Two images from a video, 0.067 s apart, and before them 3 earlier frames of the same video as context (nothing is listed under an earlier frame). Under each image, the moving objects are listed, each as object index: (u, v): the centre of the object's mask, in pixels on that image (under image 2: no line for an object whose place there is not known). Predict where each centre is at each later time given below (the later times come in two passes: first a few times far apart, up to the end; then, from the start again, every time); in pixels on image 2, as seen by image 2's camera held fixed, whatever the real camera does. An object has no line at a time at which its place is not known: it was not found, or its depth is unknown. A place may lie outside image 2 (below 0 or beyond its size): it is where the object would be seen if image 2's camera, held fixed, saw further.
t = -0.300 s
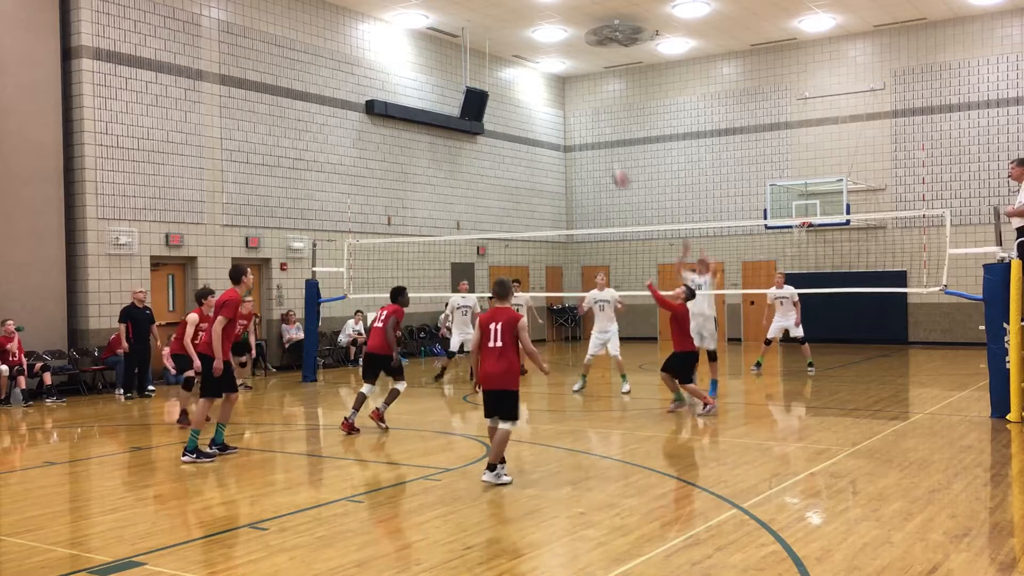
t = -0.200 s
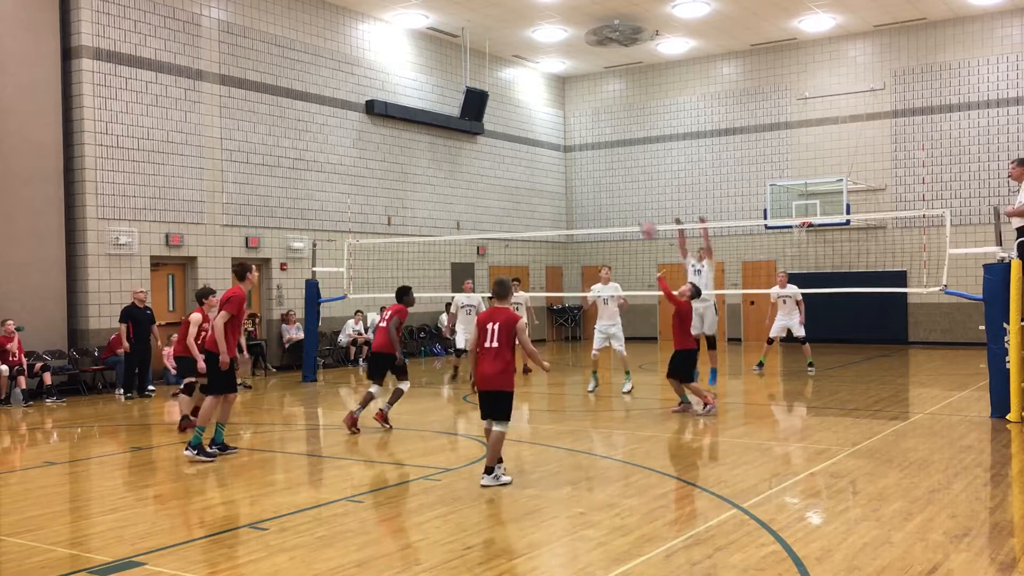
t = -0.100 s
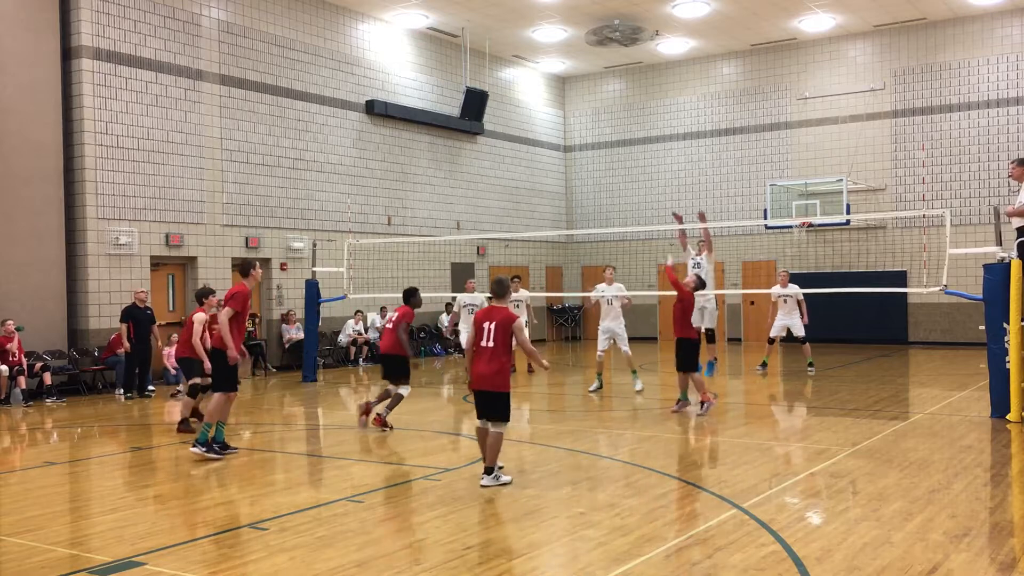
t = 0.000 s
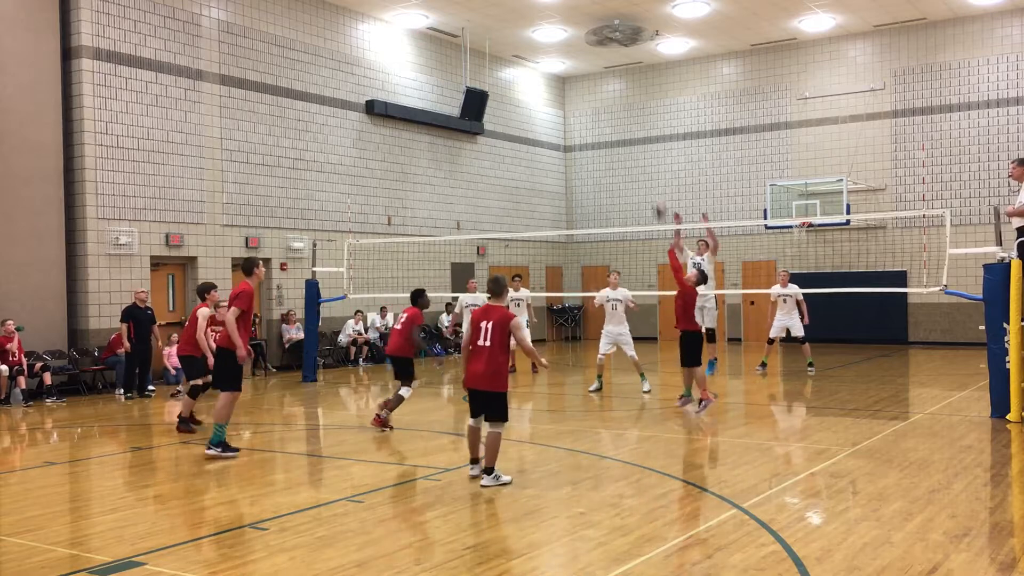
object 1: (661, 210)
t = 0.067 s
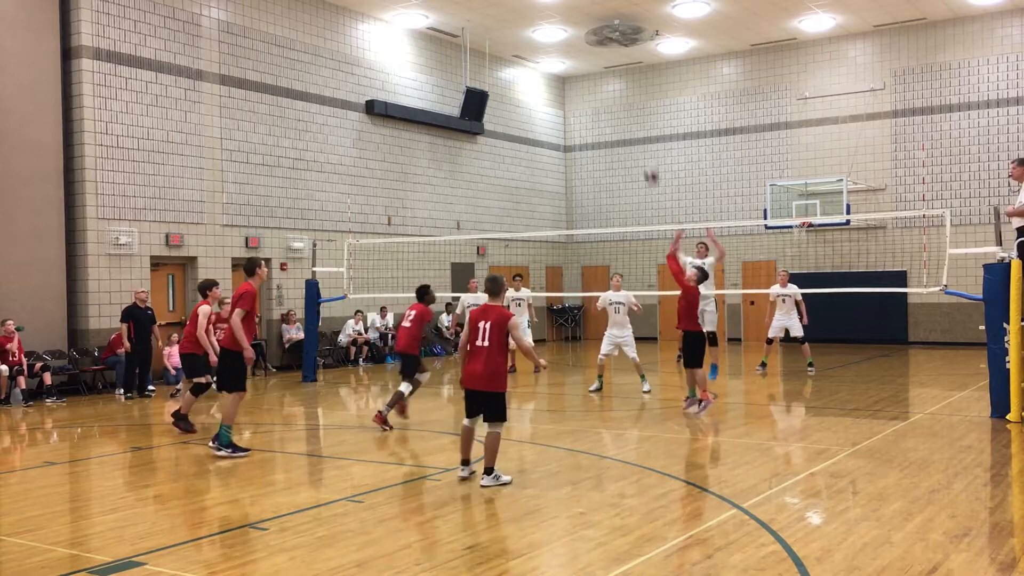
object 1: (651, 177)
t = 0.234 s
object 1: (632, 104)
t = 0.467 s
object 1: (607, 43)
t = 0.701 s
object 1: (585, 28)
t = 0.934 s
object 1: (566, 50)
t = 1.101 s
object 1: (554, 92)
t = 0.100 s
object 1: (648, 160)
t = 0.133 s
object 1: (645, 145)
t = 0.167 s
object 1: (640, 128)
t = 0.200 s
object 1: (636, 116)
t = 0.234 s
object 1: (632, 104)
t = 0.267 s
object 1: (628, 92)
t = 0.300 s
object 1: (625, 81)
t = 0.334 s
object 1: (622, 71)
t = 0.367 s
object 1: (620, 63)
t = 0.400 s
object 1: (615, 57)
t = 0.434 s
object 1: (612, 50)
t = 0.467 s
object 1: (607, 43)
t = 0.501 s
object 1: (605, 38)
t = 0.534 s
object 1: (601, 35)
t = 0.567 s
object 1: (598, 32)
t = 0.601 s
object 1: (595, 30)
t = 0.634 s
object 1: (592, 29)
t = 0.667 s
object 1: (588, 28)
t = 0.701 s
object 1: (585, 28)
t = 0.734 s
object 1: (583, 29)
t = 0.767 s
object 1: (580, 31)
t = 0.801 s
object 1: (577, 33)
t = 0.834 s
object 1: (574, 35)
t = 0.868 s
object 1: (572, 40)
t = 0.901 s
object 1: (570, 45)
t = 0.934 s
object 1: (566, 50)
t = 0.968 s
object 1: (564, 58)
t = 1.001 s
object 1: (561, 66)
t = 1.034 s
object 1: (558, 75)
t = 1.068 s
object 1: (556, 83)
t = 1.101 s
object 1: (554, 92)
